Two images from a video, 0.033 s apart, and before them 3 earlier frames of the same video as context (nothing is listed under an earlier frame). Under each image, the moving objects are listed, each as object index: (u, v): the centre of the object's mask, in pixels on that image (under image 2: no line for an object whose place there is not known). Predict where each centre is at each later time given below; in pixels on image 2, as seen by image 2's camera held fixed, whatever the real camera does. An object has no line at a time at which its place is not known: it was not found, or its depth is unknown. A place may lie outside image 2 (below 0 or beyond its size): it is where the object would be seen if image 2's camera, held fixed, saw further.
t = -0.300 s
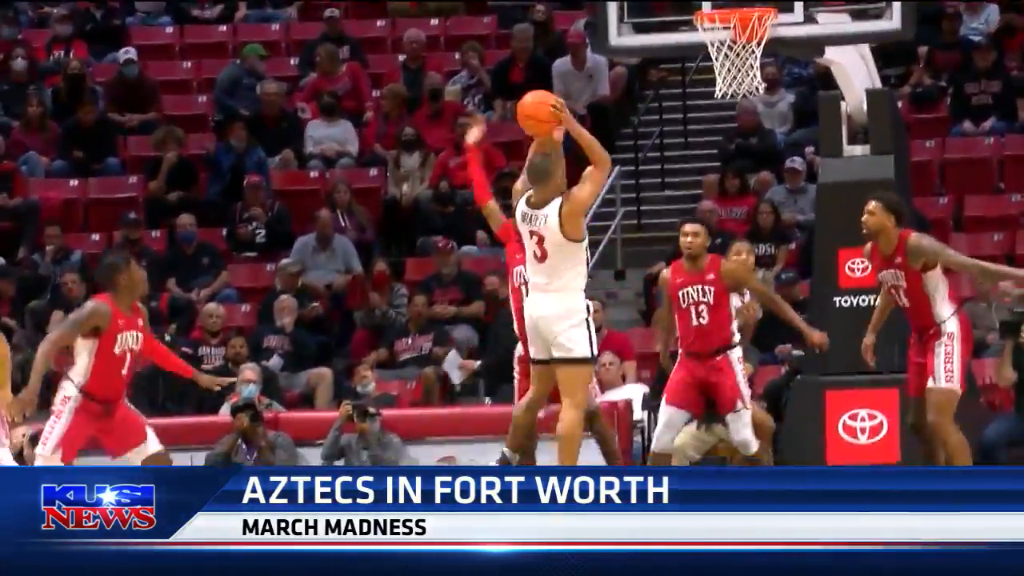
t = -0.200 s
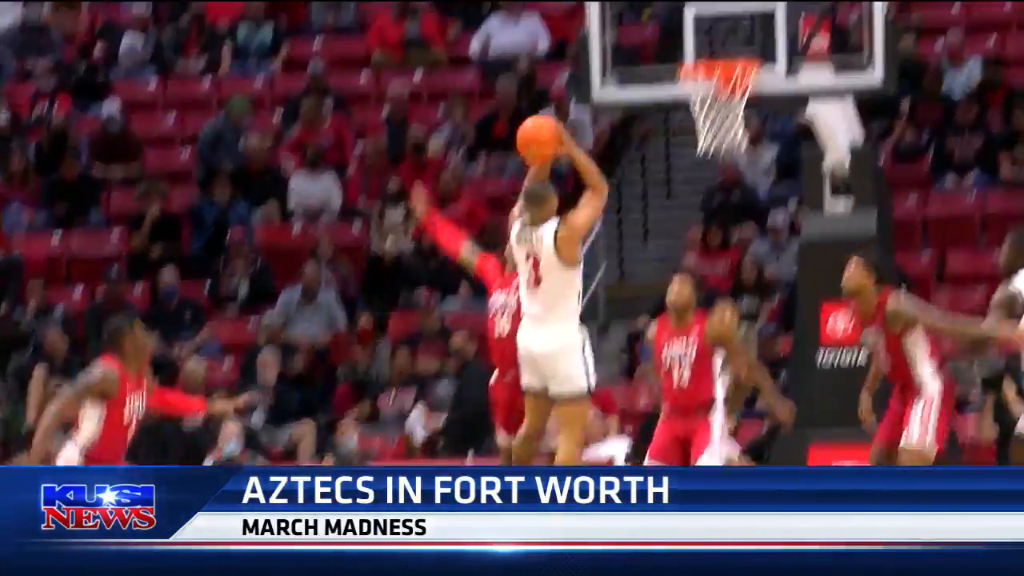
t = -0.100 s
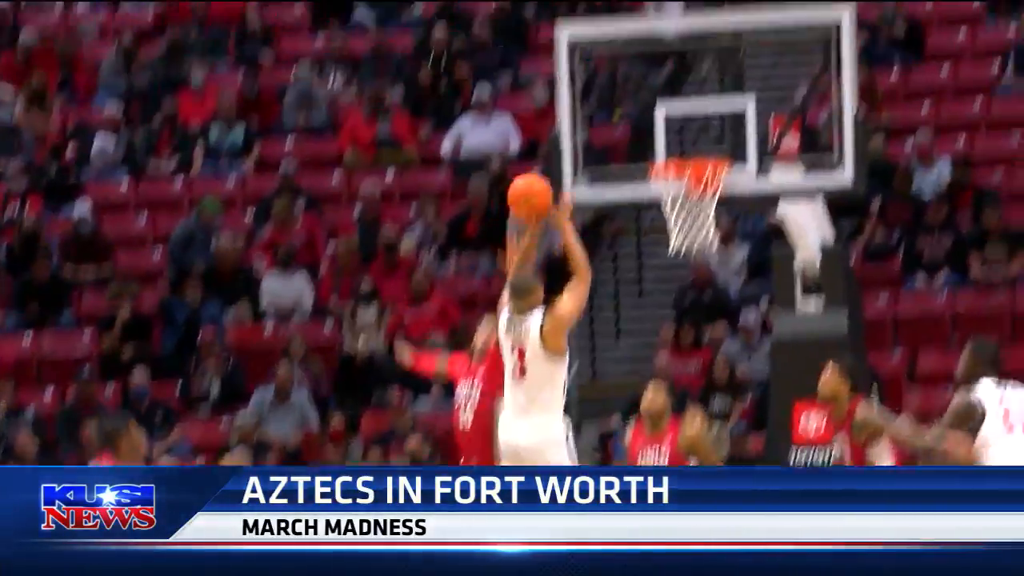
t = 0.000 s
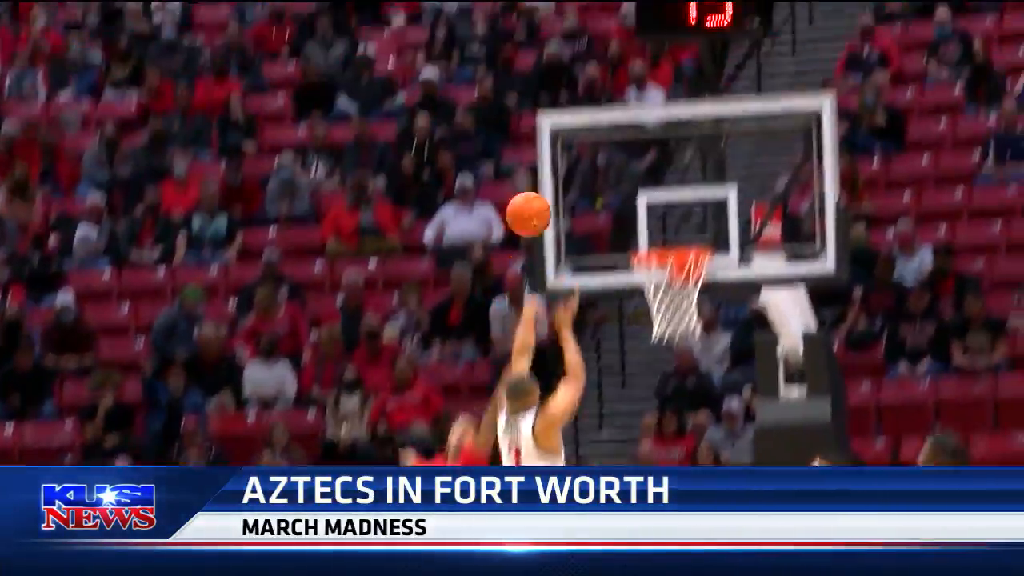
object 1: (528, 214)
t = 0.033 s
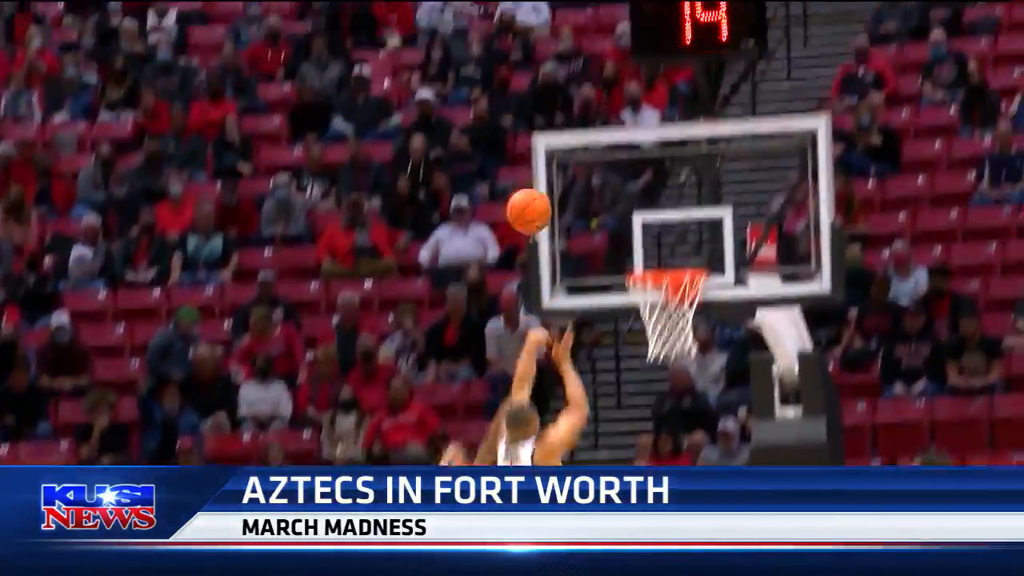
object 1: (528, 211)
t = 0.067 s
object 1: (532, 191)
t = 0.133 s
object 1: (543, 156)
